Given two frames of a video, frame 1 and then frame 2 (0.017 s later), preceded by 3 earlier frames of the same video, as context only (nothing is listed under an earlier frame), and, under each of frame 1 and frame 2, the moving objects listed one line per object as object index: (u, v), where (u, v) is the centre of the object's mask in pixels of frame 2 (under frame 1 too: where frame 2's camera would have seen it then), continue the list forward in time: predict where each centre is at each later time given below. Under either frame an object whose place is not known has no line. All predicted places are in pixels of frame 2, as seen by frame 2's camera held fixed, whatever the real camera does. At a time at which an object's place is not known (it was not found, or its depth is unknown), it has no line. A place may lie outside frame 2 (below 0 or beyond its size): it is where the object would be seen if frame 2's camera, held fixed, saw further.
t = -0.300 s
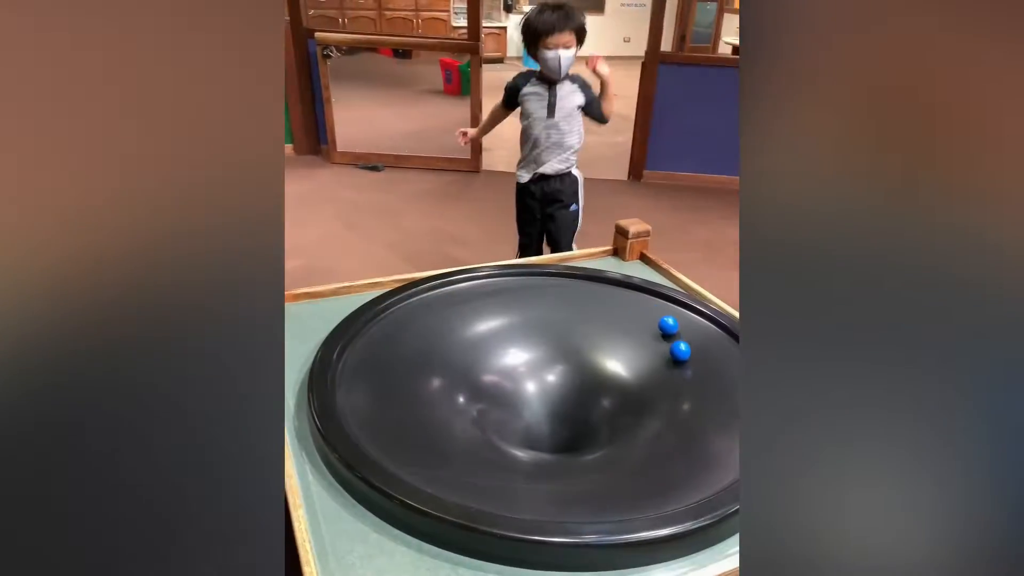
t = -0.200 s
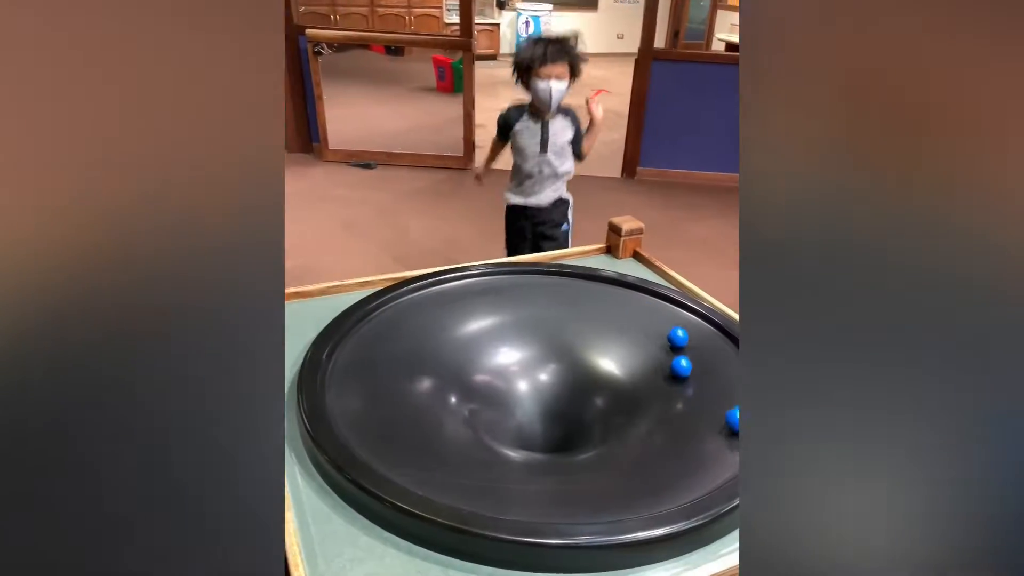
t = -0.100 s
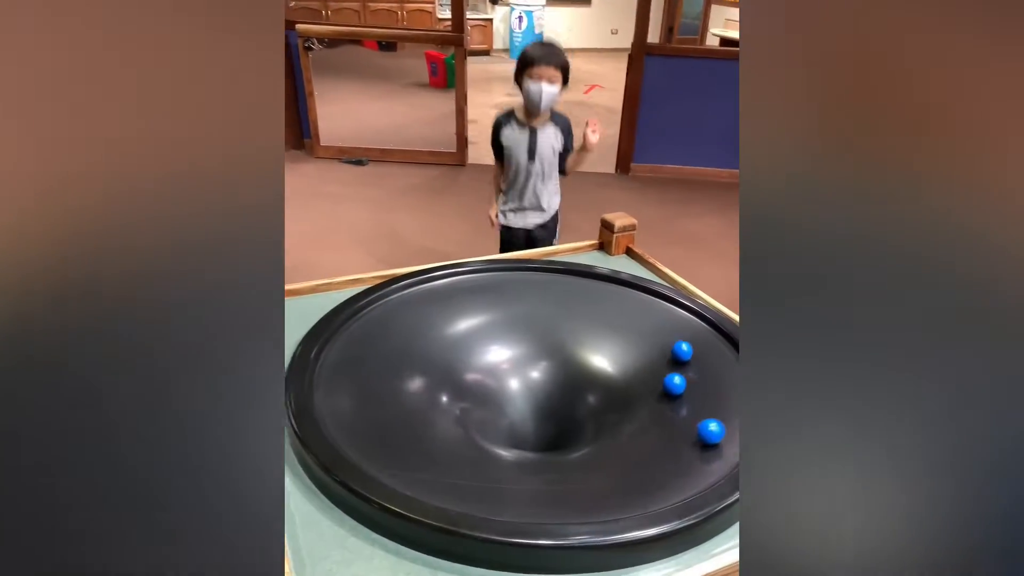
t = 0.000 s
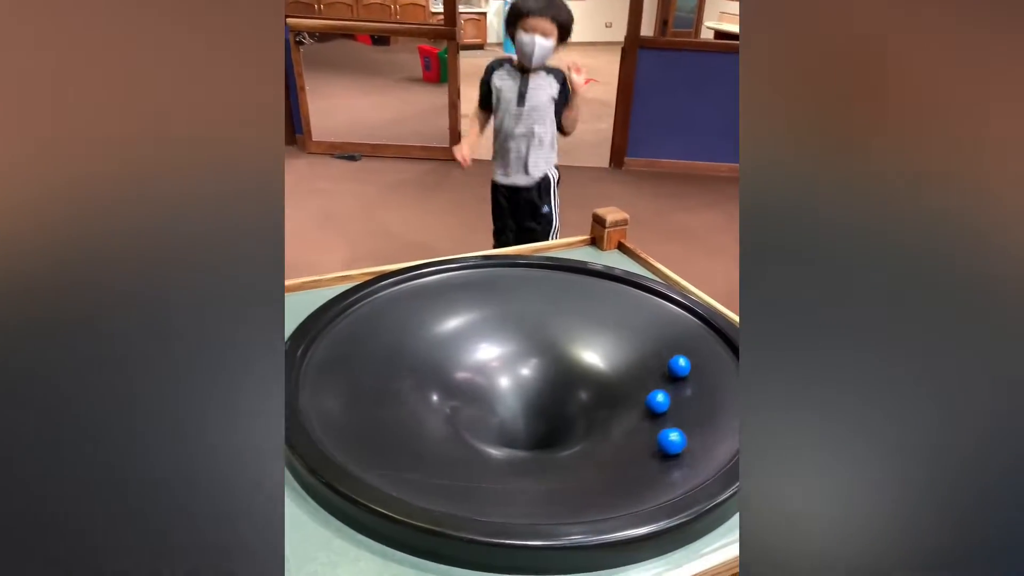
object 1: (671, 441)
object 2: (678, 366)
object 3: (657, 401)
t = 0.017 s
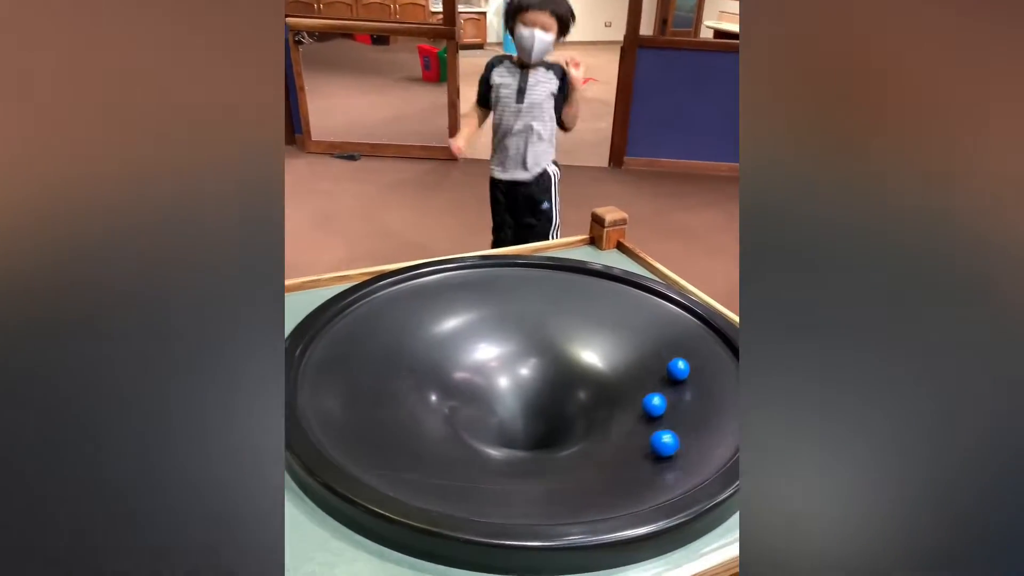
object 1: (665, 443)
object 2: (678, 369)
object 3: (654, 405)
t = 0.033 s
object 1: (658, 444)
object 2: (678, 373)
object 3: (651, 408)
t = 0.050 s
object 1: (651, 447)
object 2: (677, 377)
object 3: (648, 412)
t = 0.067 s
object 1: (644, 448)
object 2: (677, 380)
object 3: (645, 415)
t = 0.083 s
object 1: (637, 450)
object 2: (676, 384)
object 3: (641, 419)
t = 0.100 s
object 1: (630, 451)
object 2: (674, 387)
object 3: (637, 422)
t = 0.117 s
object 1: (622, 453)
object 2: (673, 391)
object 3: (632, 426)
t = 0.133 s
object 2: (671, 395)
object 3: (628, 429)
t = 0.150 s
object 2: (669, 399)
